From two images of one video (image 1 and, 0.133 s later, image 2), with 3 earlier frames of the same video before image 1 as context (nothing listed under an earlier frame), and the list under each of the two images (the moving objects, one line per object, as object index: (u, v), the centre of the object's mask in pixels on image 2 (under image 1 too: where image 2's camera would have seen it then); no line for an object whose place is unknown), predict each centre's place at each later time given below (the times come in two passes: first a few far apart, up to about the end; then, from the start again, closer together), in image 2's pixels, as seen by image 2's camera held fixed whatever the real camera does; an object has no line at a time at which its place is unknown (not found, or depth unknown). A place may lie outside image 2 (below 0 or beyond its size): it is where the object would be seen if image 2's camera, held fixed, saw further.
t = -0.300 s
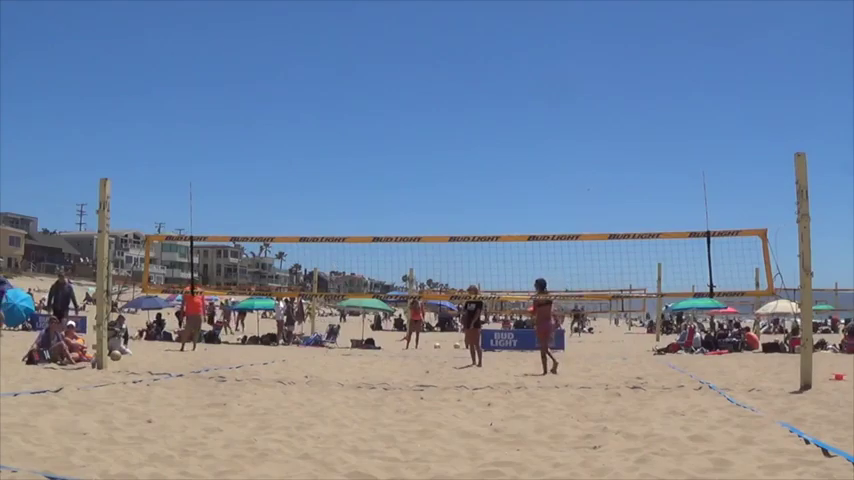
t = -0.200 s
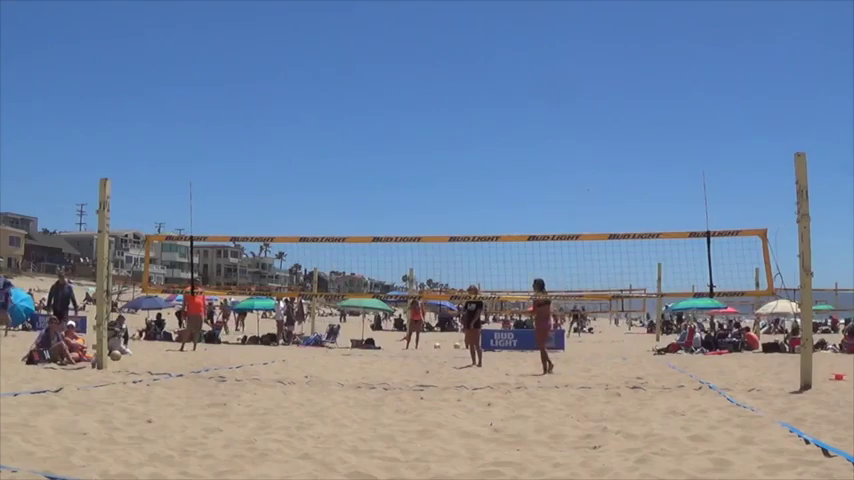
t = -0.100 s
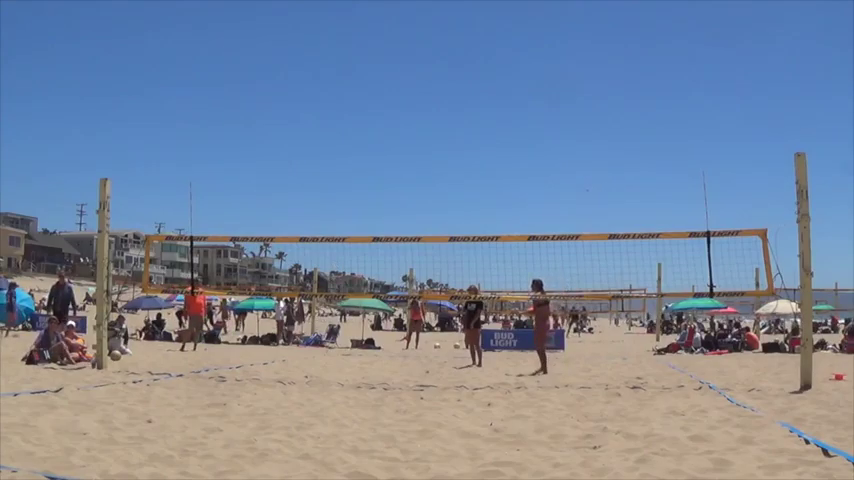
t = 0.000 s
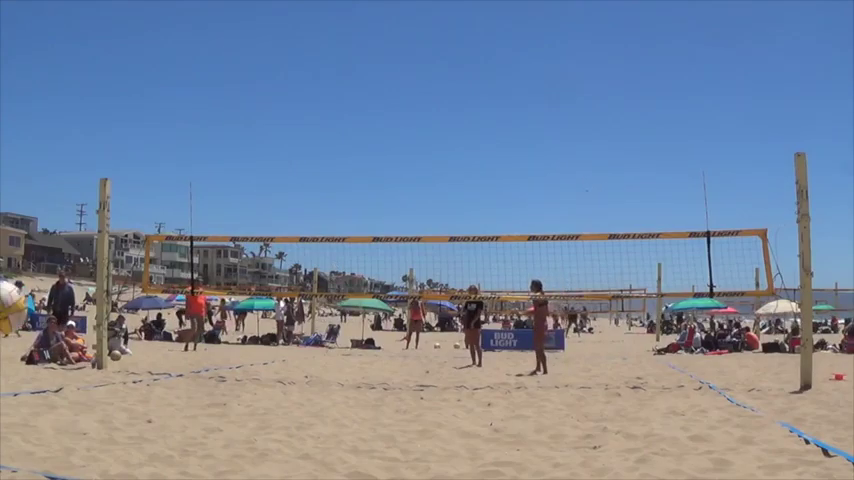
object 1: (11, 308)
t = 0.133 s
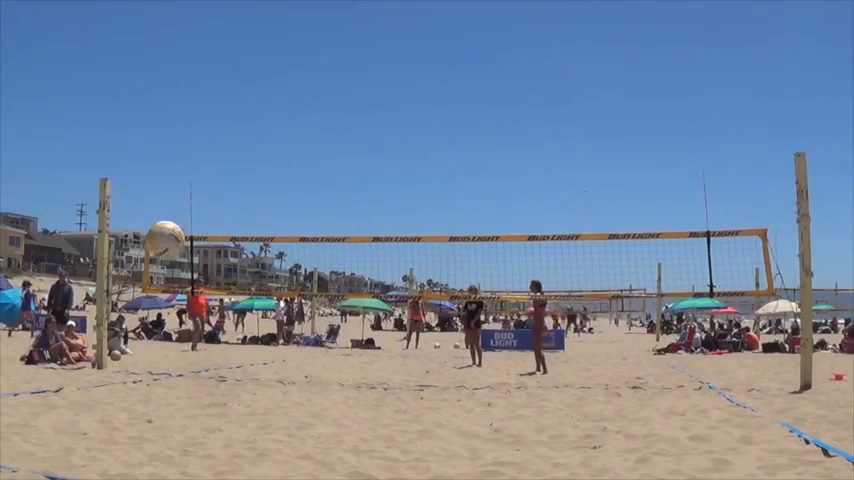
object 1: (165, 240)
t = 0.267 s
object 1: (256, 230)
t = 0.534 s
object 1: (348, 276)
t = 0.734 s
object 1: (383, 332)
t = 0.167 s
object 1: (193, 234)
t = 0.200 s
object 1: (217, 231)
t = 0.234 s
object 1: (239, 229)
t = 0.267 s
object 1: (256, 230)
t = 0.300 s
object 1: (273, 233)
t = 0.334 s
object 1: (287, 236)
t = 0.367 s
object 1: (301, 241)
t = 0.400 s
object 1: (312, 246)
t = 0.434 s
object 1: (323, 252)
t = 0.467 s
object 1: (333, 260)
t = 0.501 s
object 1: (341, 267)
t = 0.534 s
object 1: (348, 276)
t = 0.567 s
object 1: (357, 285)
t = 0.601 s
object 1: (363, 293)
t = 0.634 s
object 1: (368, 303)
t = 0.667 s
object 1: (374, 313)
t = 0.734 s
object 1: (383, 332)
